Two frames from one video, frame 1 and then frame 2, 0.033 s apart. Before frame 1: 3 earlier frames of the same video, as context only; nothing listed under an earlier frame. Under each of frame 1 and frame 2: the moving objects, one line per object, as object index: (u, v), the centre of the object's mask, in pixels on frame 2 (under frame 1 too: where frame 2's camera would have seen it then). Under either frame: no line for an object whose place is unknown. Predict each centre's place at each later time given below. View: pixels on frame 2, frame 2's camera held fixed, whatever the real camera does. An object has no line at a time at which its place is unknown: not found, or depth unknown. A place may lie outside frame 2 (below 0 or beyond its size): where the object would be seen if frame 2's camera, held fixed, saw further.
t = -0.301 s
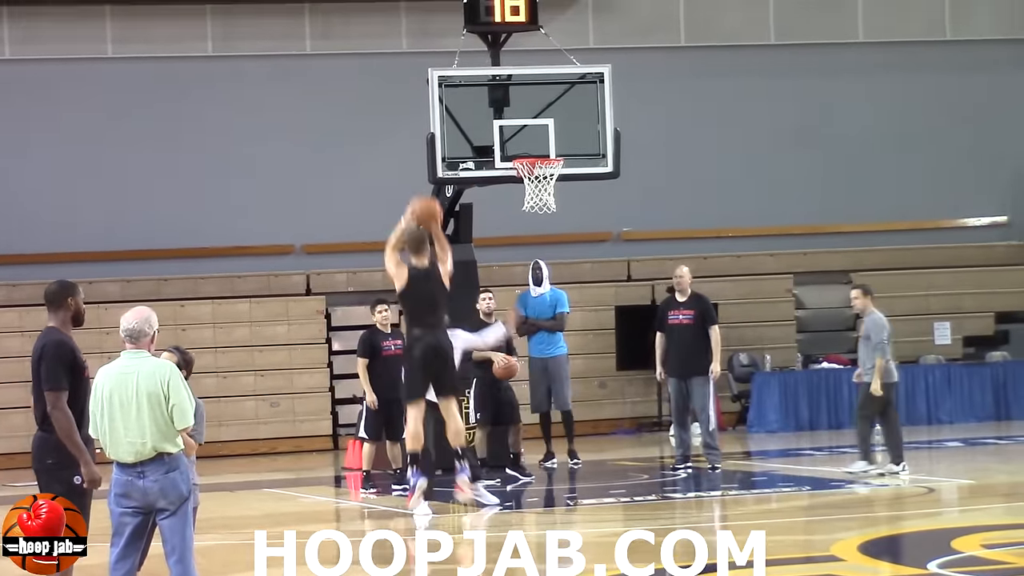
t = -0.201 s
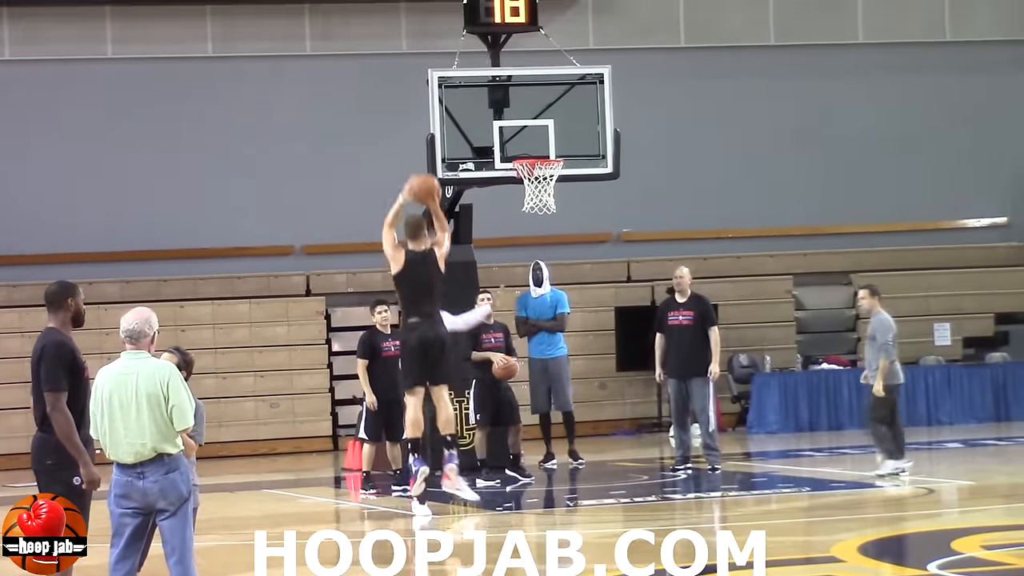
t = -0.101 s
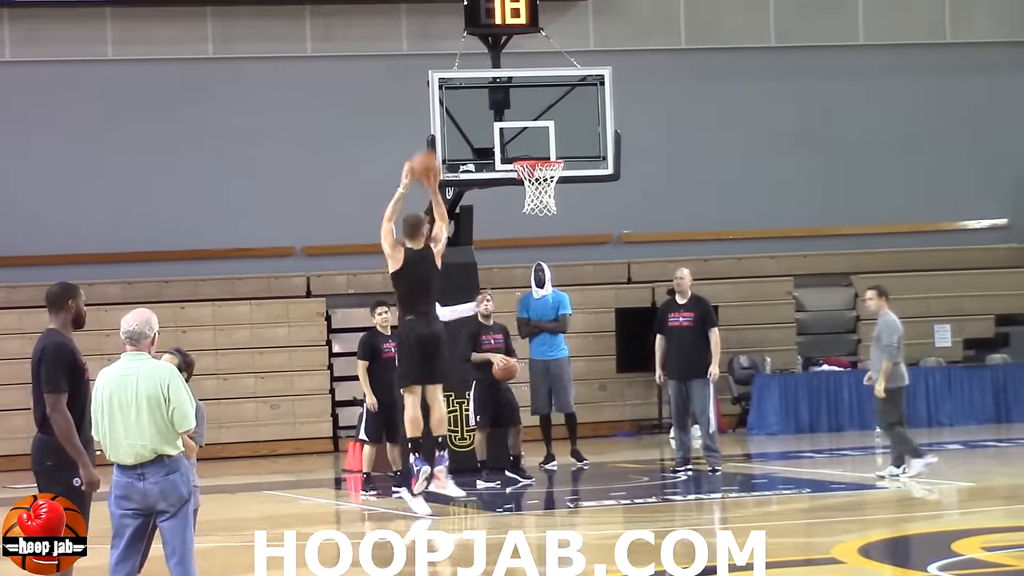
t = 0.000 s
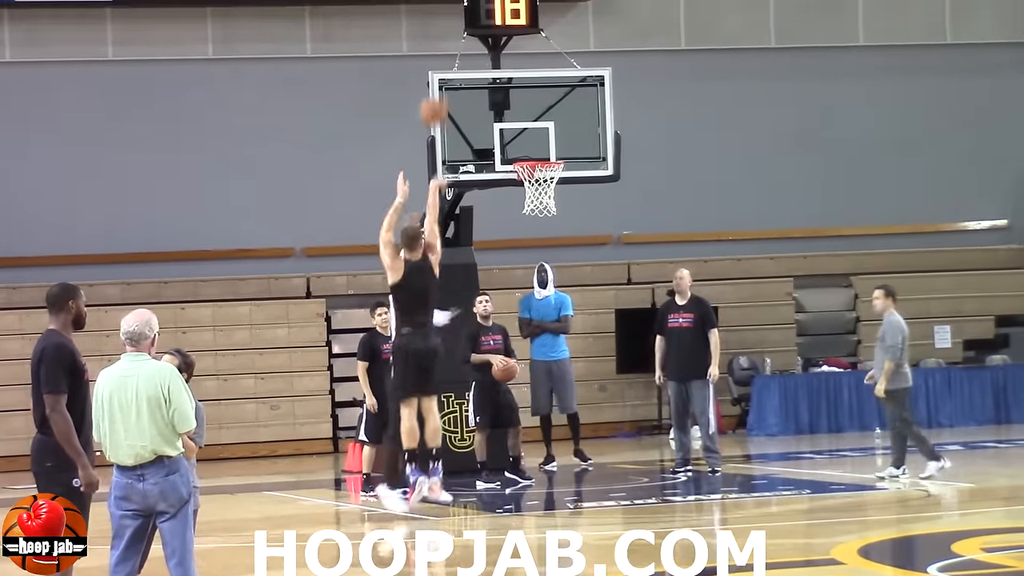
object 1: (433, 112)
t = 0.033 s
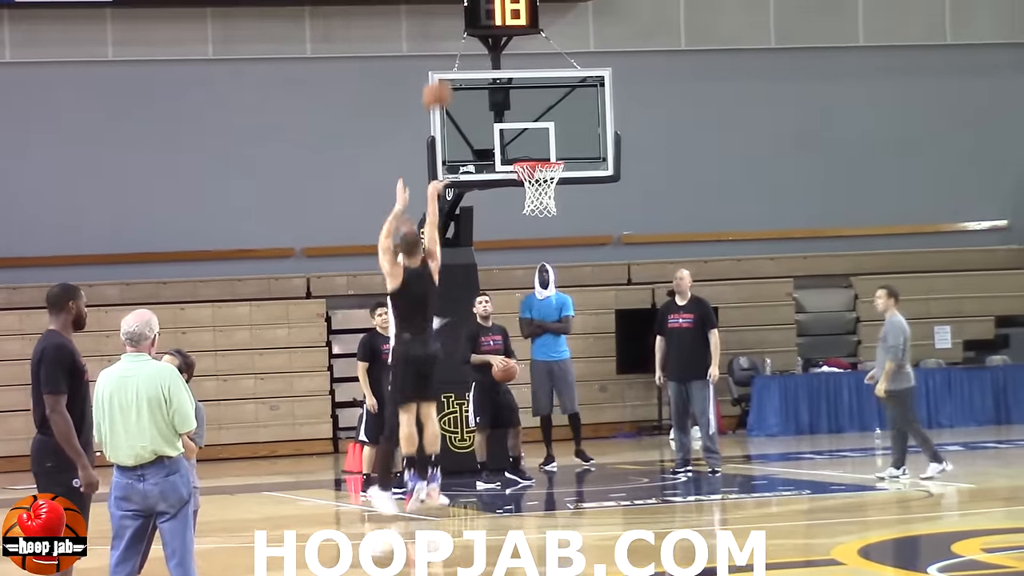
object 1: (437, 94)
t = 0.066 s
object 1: (439, 77)
